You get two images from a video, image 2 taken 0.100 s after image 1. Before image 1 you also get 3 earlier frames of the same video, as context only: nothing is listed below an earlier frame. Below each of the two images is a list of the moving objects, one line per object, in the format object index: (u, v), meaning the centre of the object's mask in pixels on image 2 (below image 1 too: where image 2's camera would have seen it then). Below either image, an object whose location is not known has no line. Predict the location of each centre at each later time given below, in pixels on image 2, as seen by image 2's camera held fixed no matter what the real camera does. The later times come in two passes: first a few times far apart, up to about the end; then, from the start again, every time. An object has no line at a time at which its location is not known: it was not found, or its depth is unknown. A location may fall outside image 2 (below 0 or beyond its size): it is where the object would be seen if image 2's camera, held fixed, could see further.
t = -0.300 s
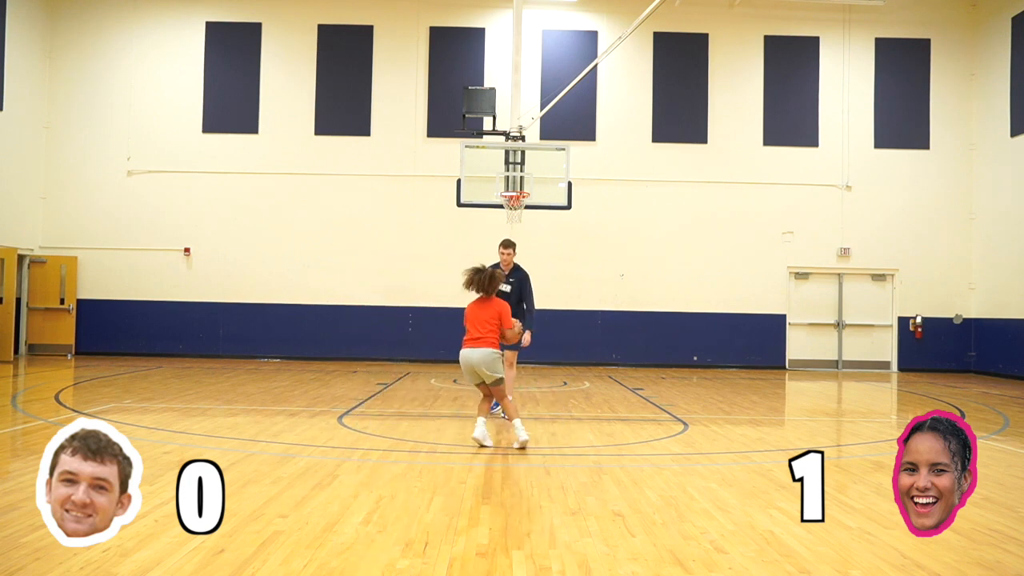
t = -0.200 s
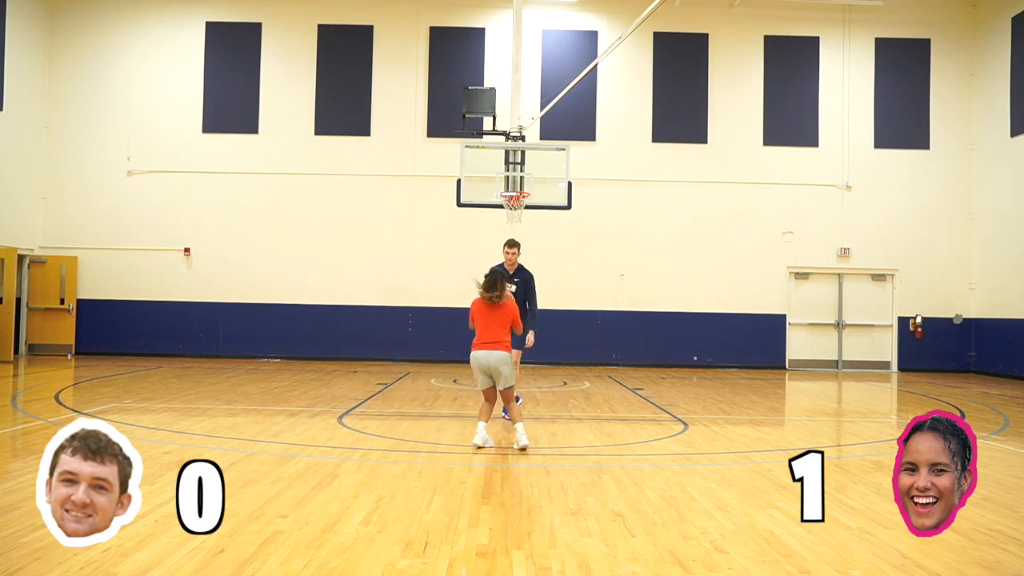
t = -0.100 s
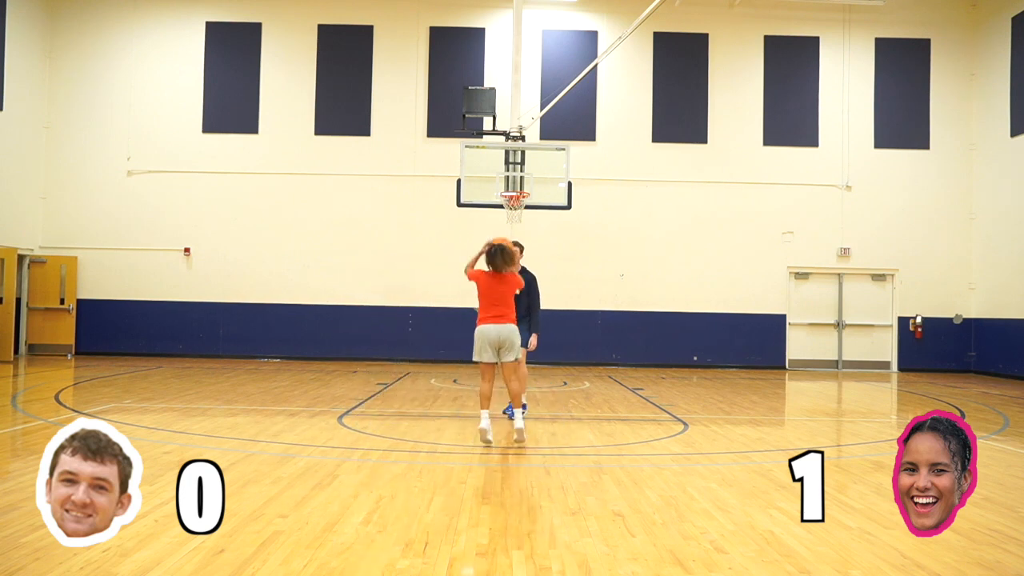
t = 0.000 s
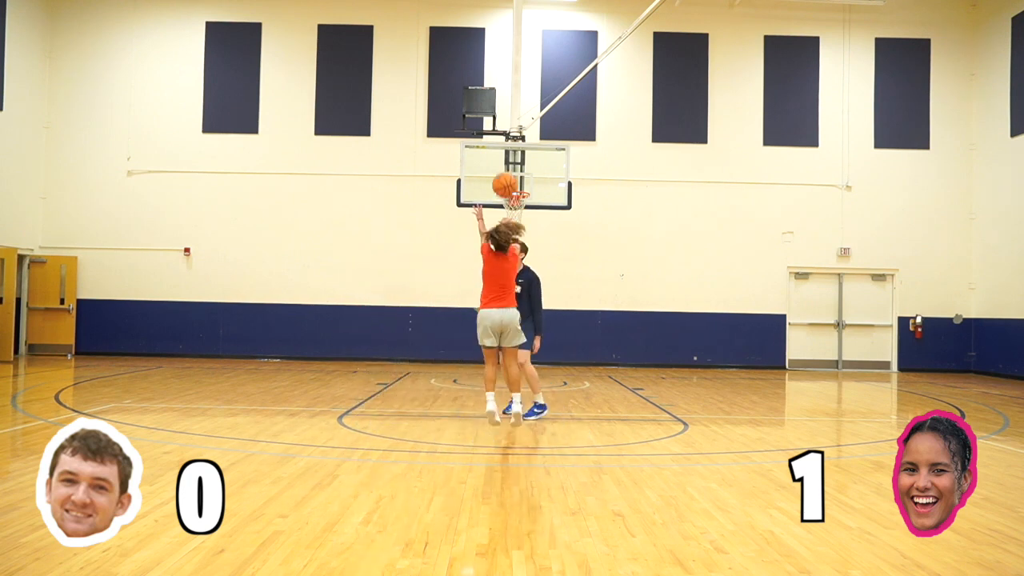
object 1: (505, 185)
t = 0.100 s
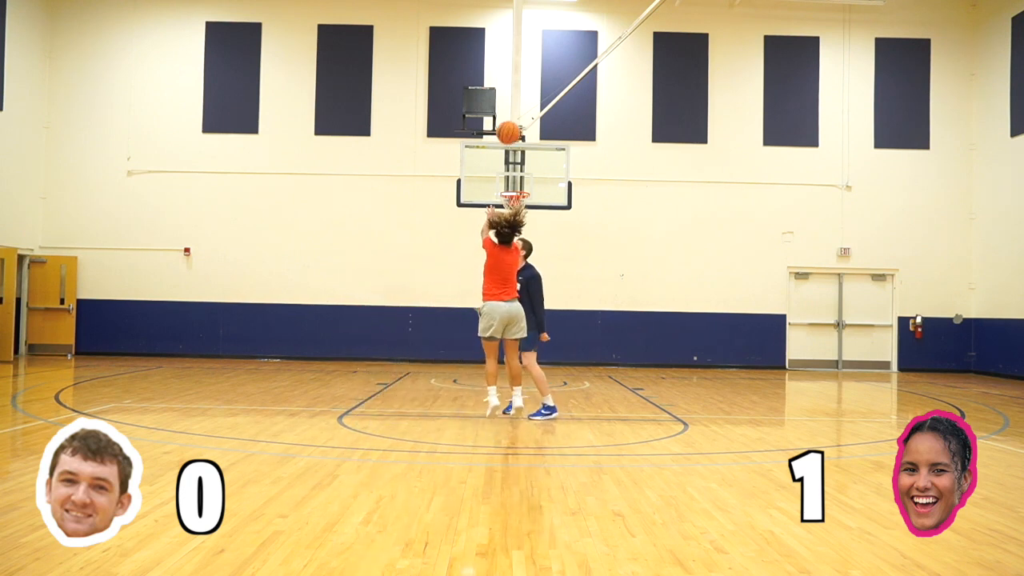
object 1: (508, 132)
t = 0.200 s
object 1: (510, 95)
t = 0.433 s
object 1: (515, 54)
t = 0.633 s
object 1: (518, 57)
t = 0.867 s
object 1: (519, 94)
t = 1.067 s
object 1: (520, 148)
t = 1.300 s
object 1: (521, 178)
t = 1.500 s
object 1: (523, 178)
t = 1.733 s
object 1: (522, 186)
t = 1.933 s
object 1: (510, 190)
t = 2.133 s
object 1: (505, 211)
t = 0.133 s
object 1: (509, 118)
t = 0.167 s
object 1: (510, 106)
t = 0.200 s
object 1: (510, 95)
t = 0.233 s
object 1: (511, 85)
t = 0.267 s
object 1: (512, 77)
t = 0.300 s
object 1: (513, 70)
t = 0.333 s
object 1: (513, 64)
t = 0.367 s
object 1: (514, 60)
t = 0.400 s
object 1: (514, 56)
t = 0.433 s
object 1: (515, 54)
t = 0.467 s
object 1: (515, 53)
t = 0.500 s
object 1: (516, 52)
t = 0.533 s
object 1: (516, 52)
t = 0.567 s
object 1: (517, 53)
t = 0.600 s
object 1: (517, 55)
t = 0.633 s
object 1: (518, 57)
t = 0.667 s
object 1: (518, 61)
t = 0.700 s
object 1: (518, 64)
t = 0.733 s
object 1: (518, 69)
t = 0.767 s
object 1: (519, 74)
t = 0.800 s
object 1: (519, 81)
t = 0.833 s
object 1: (519, 87)
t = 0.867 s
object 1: (519, 94)
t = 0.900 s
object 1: (519, 102)
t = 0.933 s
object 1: (519, 110)
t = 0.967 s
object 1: (519, 119)
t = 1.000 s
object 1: (520, 128)
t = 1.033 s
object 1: (520, 138)
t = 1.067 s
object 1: (520, 148)
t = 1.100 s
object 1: (520, 159)
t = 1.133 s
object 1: (520, 169)
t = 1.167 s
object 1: (520, 181)
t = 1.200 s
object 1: (520, 184)
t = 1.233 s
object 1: (520, 182)
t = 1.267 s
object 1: (521, 179)
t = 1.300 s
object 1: (521, 178)
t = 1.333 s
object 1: (521, 177)
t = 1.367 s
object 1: (522, 177)
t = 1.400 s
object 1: (522, 177)
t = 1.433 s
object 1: (522, 178)
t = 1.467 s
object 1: (522, 179)
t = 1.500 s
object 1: (523, 178)
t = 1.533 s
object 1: (523, 178)
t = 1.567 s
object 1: (523, 178)
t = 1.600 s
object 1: (523, 179)
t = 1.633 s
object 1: (523, 181)
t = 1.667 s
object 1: (524, 184)
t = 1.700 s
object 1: (524, 186)
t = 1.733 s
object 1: (522, 186)
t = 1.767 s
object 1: (520, 185)
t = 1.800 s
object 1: (517, 186)
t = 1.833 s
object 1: (515, 186)
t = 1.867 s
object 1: (512, 187)
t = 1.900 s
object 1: (512, 188)
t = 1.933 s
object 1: (510, 190)
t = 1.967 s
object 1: (507, 192)
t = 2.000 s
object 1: (506, 196)
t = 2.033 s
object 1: (504, 201)
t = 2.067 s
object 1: (505, 204)
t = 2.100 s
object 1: (505, 208)
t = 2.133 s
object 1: (505, 211)
